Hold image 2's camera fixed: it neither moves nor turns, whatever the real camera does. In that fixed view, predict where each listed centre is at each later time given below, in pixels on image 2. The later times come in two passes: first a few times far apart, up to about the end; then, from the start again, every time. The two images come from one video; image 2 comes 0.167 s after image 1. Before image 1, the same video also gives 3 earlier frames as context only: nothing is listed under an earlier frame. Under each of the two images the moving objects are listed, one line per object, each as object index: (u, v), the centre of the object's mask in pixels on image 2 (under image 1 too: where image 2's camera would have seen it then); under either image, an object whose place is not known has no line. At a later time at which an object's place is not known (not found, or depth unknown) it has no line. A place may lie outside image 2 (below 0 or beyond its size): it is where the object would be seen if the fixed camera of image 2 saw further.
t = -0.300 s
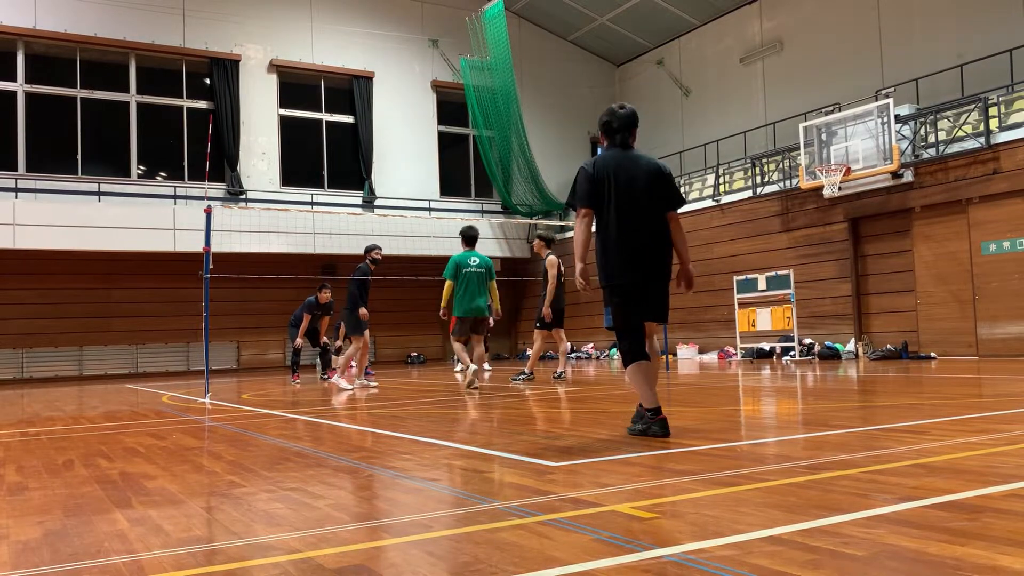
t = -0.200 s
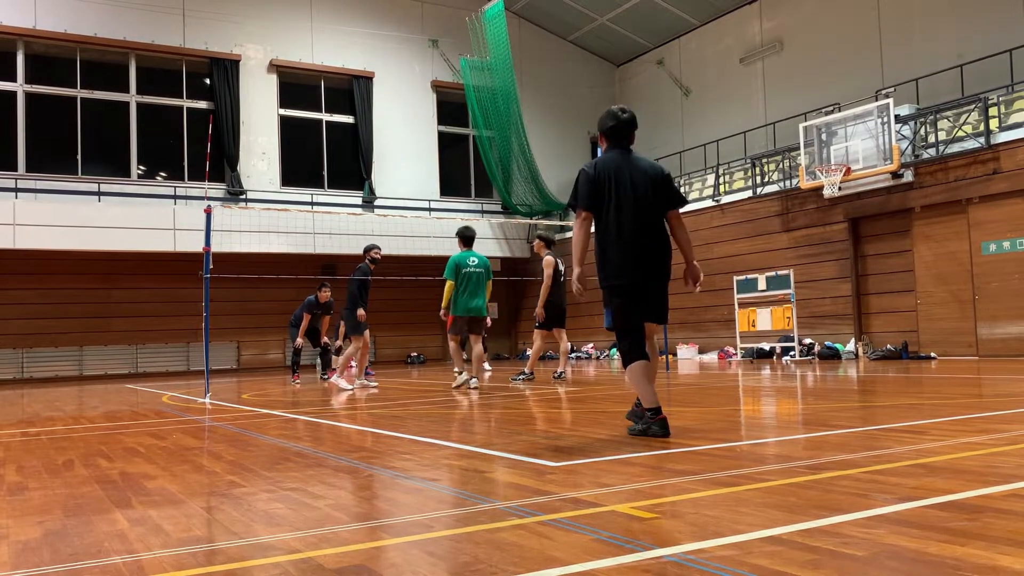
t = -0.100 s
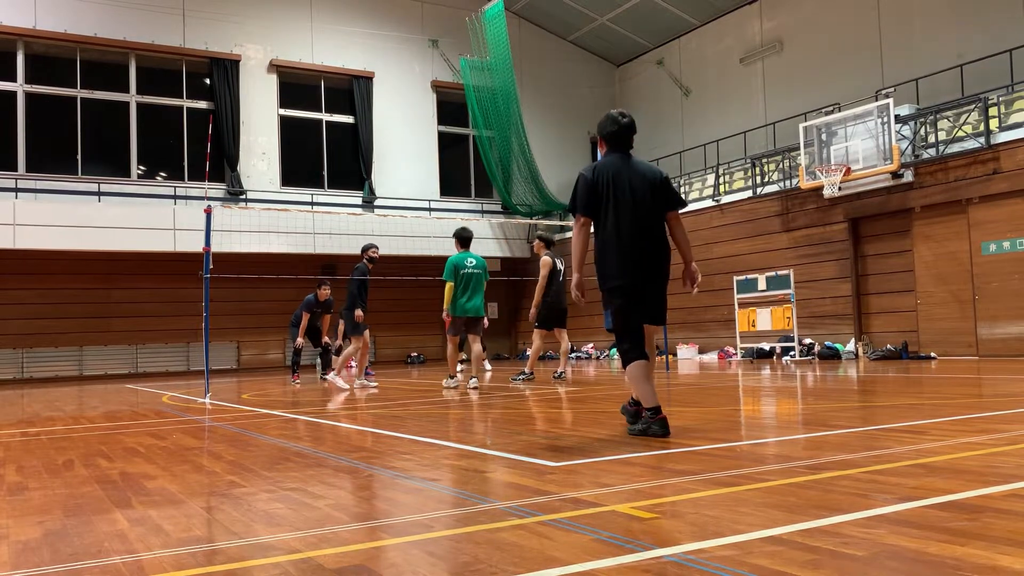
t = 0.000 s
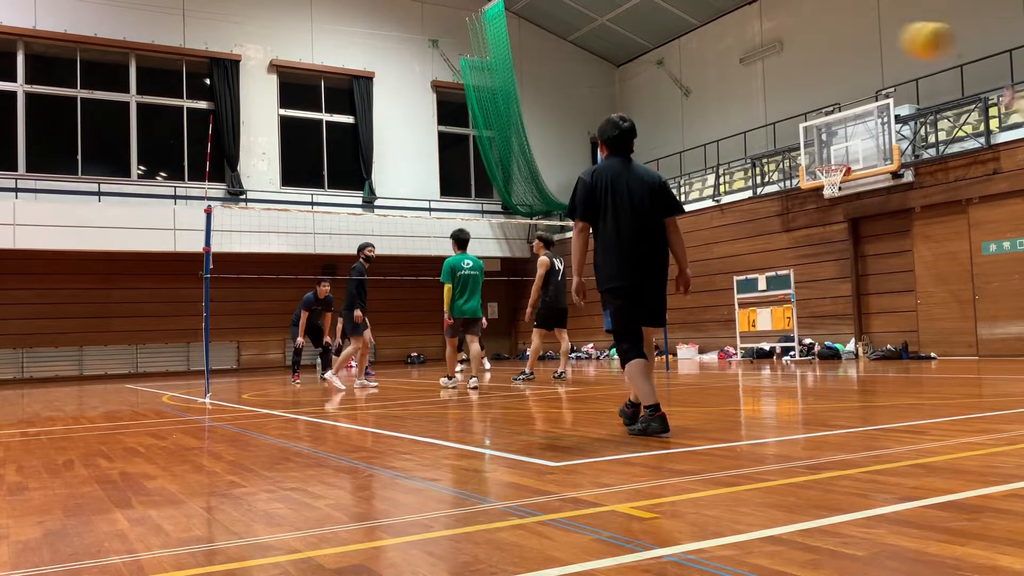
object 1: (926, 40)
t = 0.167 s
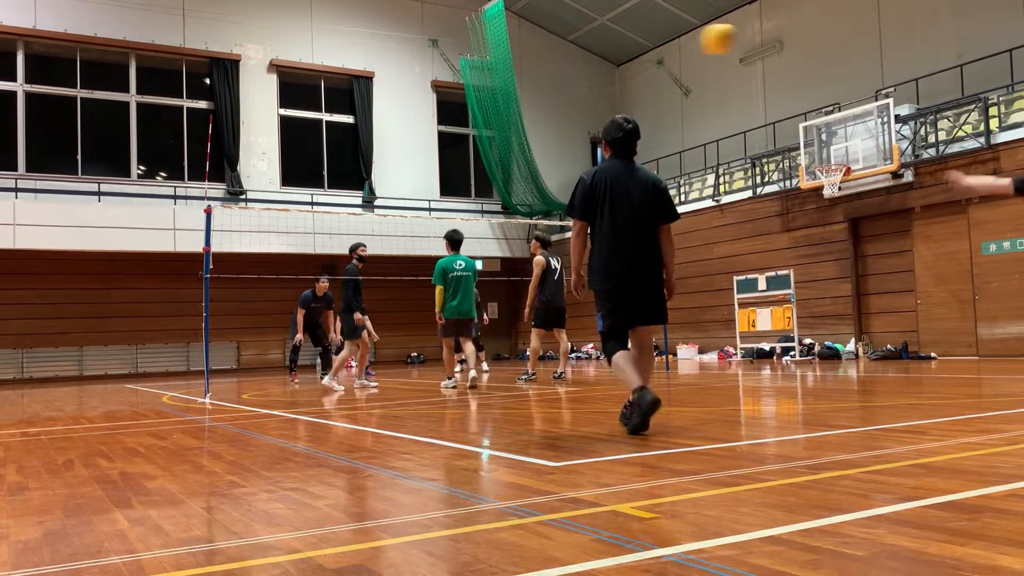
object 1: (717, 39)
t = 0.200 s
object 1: (686, 43)
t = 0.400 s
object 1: (552, 81)
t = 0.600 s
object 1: (465, 136)
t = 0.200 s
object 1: (686, 43)
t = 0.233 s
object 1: (658, 47)
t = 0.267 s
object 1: (633, 54)
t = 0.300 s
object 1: (610, 60)
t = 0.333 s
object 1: (589, 66)
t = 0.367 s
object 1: (570, 73)
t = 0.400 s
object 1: (552, 81)
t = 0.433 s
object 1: (534, 88)
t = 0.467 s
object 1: (518, 97)
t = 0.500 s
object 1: (503, 106)
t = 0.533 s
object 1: (490, 115)
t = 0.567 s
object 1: (477, 125)
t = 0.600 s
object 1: (465, 136)
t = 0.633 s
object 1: (454, 146)
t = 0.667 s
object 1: (445, 157)
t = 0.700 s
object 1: (436, 167)
